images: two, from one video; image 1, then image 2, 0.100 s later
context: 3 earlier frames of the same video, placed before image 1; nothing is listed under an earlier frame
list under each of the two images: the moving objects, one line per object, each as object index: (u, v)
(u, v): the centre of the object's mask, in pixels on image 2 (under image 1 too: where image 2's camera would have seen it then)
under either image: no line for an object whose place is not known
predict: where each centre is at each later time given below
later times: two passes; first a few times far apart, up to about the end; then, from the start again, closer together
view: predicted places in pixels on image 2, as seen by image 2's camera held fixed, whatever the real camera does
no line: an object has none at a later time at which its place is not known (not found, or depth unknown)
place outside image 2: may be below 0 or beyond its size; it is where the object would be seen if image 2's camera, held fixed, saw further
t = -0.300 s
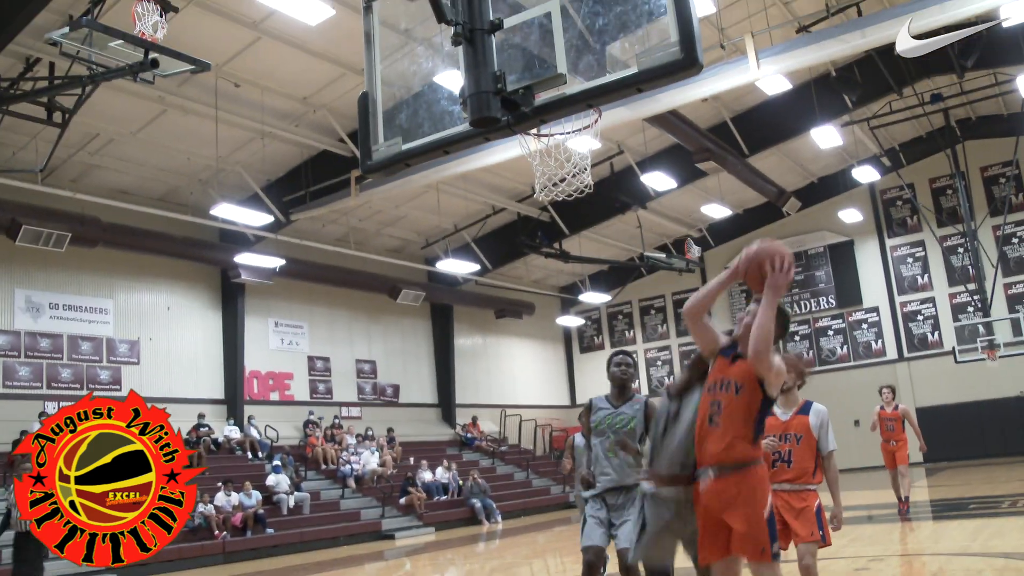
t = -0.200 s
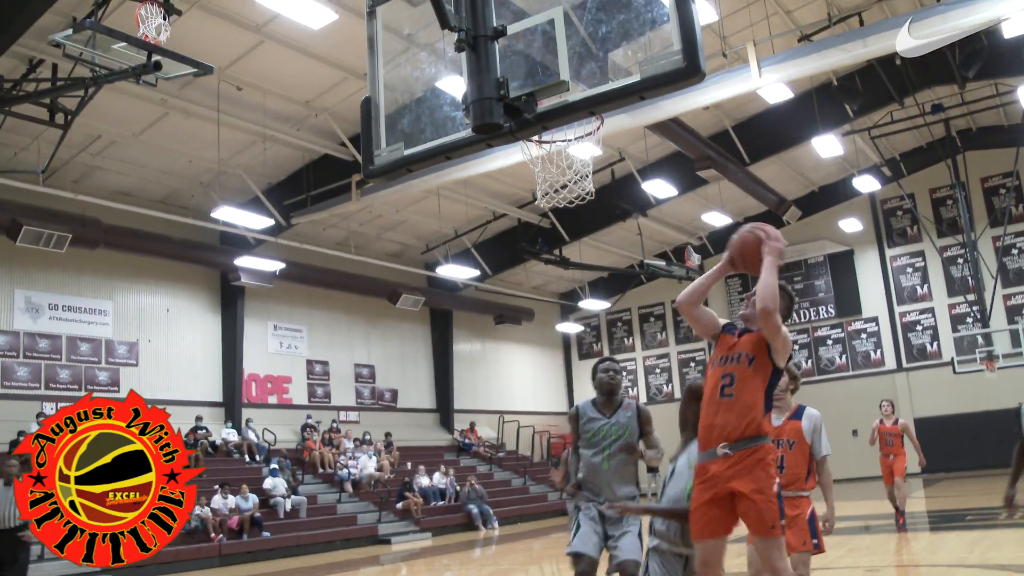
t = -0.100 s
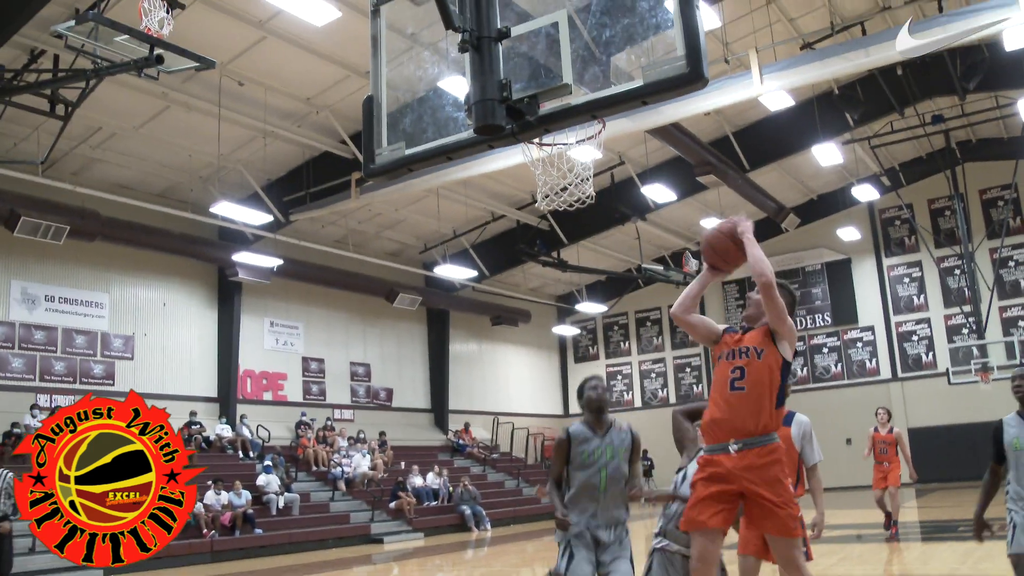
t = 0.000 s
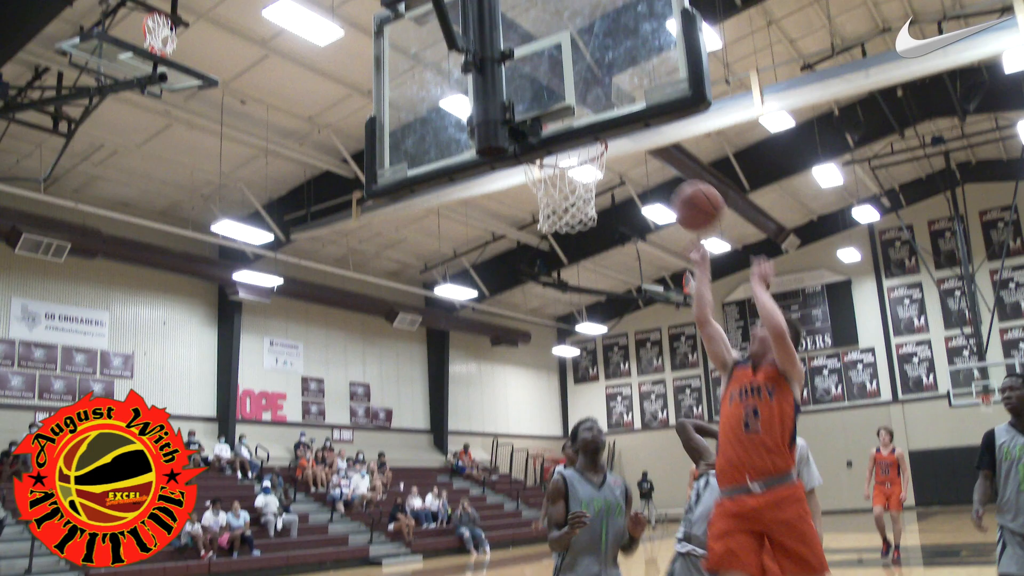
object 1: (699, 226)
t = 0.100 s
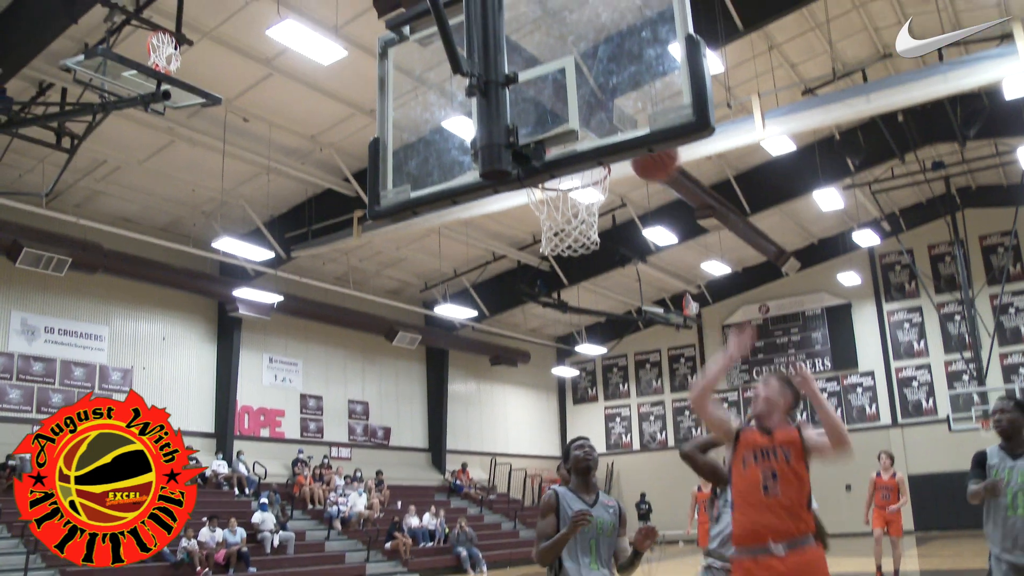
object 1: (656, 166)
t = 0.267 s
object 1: (593, 78)
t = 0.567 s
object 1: (579, 151)
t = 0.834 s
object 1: (585, 270)
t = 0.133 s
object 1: (634, 122)
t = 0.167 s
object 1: (625, 115)
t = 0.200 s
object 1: (614, 103)
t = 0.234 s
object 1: (601, 88)
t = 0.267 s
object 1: (593, 78)
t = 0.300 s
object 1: (585, 79)
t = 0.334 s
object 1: (584, 84)
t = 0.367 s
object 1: (582, 89)
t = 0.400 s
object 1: (583, 95)
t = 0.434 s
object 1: (585, 102)
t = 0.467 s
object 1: (576, 112)
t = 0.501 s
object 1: (578, 123)
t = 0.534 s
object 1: (580, 135)
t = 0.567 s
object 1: (579, 151)
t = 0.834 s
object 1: (585, 270)
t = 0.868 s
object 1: (587, 283)
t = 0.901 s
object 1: (588, 300)
